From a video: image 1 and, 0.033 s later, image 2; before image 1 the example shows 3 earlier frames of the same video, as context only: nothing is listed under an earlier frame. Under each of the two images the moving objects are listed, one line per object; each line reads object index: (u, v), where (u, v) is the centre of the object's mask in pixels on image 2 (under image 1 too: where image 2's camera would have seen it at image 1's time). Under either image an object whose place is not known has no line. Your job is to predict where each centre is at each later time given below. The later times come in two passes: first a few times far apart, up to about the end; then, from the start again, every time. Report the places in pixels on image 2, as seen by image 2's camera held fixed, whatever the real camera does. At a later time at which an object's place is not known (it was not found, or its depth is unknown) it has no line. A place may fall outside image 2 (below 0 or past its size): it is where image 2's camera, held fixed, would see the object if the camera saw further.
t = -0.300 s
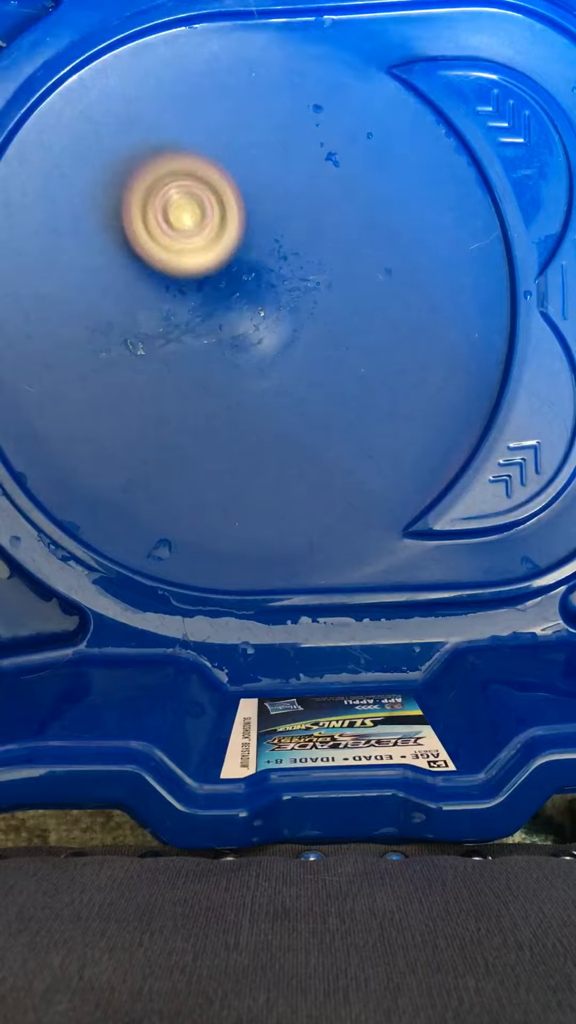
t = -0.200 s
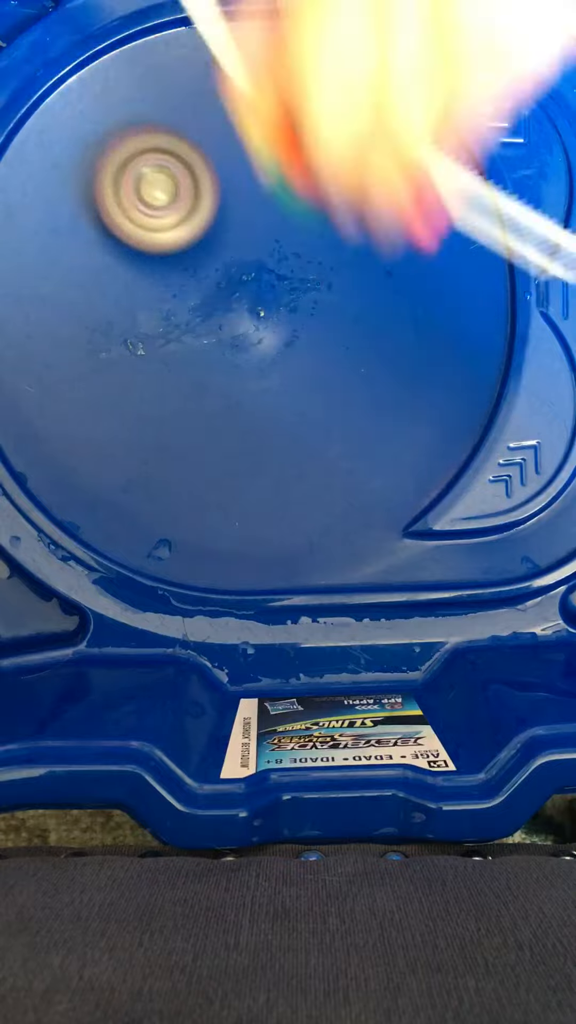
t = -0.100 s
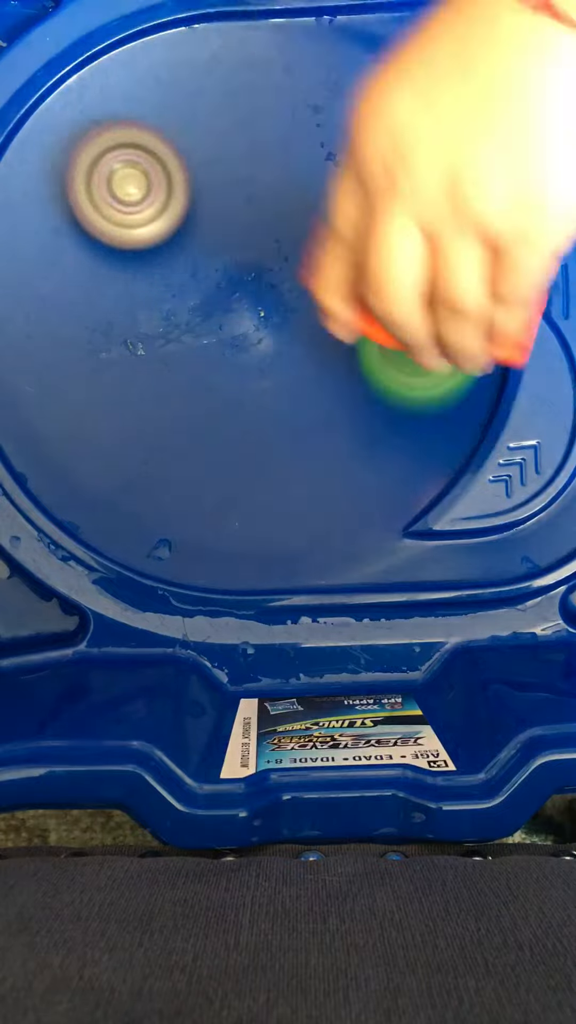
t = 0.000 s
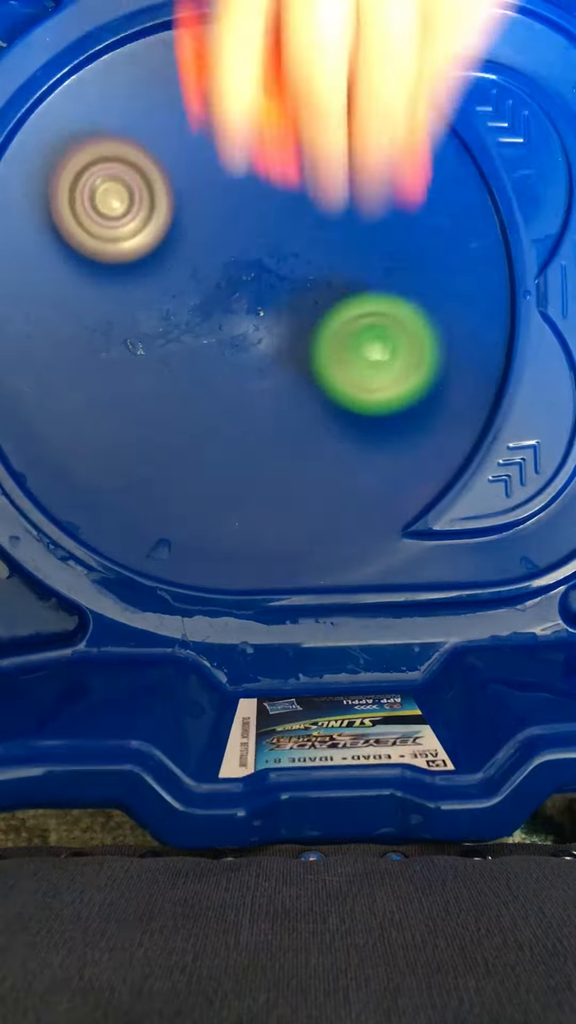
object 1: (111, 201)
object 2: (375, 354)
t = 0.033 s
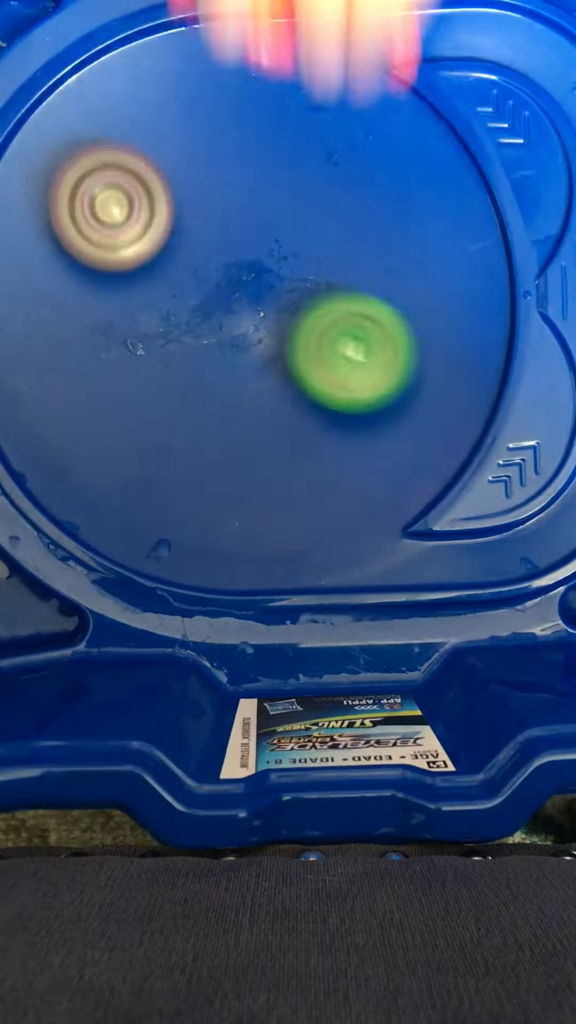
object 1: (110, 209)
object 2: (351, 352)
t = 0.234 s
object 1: (128, 194)
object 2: (206, 410)
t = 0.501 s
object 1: (108, 159)
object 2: (308, 540)
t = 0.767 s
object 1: (200, 202)
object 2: (322, 371)
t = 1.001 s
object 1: (301, 184)
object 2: (139, 311)
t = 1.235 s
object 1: (339, 170)
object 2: (60, 359)
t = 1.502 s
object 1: (350, 219)
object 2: (129, 380)
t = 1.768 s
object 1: (360, 295)
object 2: (201, 280)
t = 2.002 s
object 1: (356, 357)
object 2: (219, 167)
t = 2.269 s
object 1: (329, 403)
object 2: (188, 154)
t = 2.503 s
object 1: (285, 418)
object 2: (216, 214)
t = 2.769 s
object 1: (231, 417)
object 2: (335, 263)
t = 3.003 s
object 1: (181, 399)
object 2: (379, 249)
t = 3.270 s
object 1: (150, 359)
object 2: (350, 262)
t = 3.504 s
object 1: (151, 316)
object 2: (301, 338)
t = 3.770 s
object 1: (158, 243)
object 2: (278, 425)
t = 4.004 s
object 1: (178, 196)
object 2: (280, 433)
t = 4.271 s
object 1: (218, 184)
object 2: (251, 386)
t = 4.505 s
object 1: (269, 197)
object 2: (172, 341)
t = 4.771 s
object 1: (319, 232)
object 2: (142, 319)
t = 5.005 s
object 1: (351, 276)
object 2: (151, 294)
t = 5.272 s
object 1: (357, 328)
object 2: (196, 249)
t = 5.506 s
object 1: (334, 372)
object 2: (244, 208)
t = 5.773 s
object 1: (281, 407)
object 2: (271, 203)
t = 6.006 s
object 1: (233, 417)
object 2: (288, 231)
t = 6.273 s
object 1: (188, 400)
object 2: (321, 290)
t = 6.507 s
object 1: (164, 358)
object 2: (331, 333)
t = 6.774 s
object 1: (152, 289)
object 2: (306, 365)
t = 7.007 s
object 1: (168, 241)
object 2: (268, 383)
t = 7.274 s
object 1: (212, 209)
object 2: (224, 384)
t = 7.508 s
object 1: (261, 202)
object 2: (198, 366)
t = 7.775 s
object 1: (311, 224)
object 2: (180, 324)
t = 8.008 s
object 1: (335, 262)
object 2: (180, 274)
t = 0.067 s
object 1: (112, 218)
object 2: (326, 342)
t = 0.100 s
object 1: (116, 226)
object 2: (299, 332)
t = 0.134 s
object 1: (122, 235)
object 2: (272, 330)
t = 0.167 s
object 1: (132, 244)
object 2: (243, 335)
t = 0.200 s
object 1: (135, 229)
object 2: (218, 360)
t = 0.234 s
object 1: (128, 194)
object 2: (206, 410)
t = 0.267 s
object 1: (123, 168)
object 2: (197, 450)
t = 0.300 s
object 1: (116, 143)
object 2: (201, 499)
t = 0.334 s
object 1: (111, 140)
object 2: (212, 519)
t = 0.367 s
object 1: (108, 141)
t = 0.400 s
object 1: (105, 143)
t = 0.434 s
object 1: (104, 147)
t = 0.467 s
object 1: (106, 154)
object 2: (286, 548)
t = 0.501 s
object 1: (108, 159)
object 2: (308, 540)
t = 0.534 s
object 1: (111, 165)
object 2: (327, 527)
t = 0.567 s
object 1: (119, 171)
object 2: (340, 509)
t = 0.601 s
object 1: (129, 177)
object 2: (350, 489)
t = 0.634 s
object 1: (141, 184)
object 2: (354, 467)
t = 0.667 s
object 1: (155, 190)
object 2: (353, 443)
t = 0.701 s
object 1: (169, 195)
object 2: (347, 418)
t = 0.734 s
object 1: (184, 200)
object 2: (337, 394)
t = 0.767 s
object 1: (200, 202)
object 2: (322, 371)
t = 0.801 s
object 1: (216, 202)
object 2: (303, 351)
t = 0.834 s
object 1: (232, 201)
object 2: (281, 336)
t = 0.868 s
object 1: (249, 199)
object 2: (255, 327)
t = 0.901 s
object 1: (264, 196)
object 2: (226, 324)
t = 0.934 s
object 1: (278, 192)
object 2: (192, 321)
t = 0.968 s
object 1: (290, 188)
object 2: (162, 315)
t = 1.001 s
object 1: (301, 184)
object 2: (139, 311)
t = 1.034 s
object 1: (311, 178)
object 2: (119, 310)
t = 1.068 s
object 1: (319, 174)
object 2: (102, 313)
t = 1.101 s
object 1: (326, 170)
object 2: (88, 320)
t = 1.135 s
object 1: (331, 168)
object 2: (76, 328)
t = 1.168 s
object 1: (334, 168)
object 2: (67, 339)
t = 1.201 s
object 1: (337, 168)
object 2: (61, 349)
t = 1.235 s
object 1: (339, 170)
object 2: (60, 359)
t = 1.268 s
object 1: (340, 172)
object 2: (61, 368)
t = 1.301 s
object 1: (342, 176)
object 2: (66, 375)
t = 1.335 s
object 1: (344, 181)
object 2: (73, 380)
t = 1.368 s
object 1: (345, 186)
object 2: (82, 384)
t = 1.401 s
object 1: (346, 192)
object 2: (93, 386)
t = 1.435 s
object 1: (347, 200)
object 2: (105, 386)
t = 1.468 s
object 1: (348, 209)
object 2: (118, 384)
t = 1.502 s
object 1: (350, 219)
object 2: (129, 380)
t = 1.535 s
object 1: (352, 228)
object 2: (140, 375)
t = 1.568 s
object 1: (355, 236)
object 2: (151, 367)
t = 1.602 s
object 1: (357, 245)
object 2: (161, 357)
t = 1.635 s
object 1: (358, 255)
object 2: (172, 345)
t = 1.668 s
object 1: (358, 265)
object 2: (180, 331)
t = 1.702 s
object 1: (359, 275)
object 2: (188, 314)
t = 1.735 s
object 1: (359, 285)
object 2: (195, 299)
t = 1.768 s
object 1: (360, 295)
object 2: (201, 280)
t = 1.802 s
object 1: (360, 305)
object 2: (208, 260)
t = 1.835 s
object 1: (360, 315)
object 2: (214, 241)
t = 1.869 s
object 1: (360, 324)
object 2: (220, 223)
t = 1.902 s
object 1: (360, 333)
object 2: (224, 207)
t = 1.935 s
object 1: (359, 341)
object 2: (225, 192)
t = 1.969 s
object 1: (358, 349)
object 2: (223, 179)
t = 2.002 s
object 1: (356, 357)
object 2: (219, 167)
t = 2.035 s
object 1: (353, 364)
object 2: (215, 157)
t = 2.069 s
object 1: (350, 372)
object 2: (209, 151)
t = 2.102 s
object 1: (347, 378)
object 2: (205, 147)
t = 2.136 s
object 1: (344, 384)
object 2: (201, 144)
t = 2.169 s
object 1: (341, 390)
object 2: (197, 144)
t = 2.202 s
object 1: (337, 395)
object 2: (193, 146)
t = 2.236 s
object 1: (333, 400)
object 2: (190, 150)
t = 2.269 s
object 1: (329, 403)
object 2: (188, 154)
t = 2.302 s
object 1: (323, 405)
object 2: (188, 161)
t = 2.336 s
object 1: (318, 408)
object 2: (189, 168)
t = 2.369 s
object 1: (312, 410)
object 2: (191, 177)
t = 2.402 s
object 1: (306, 412)
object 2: (195, 186)
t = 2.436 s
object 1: (299, 414)
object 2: (201, 195)
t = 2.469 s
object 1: (292, 417)
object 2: (208, 204)
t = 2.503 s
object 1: (285, 418)
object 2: (216, 214)
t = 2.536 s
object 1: (278, 420)
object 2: (226, 223)
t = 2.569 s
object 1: (272, 421)
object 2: (239, 231)
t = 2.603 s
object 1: (265, 421)
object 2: (255, 238)
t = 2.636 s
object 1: (259, 421)
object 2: (274, 245)
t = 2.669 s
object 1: (252, 421)
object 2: (292, 252)
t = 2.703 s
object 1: (246, 420)
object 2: (308, 258)
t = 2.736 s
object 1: (239, 419)
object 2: (322, 261)
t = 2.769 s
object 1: (231, 417)
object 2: (335, 263)
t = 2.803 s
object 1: (223, 415)
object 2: (347, 263)
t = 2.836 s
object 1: (215, 413)
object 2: (357, 263)
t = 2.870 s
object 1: (208, 411)
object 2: (365, 260)
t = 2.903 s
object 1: (200, 408)
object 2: (371, 258)
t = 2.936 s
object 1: (193, 405)
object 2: (376, 255)
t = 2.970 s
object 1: (187, 402)
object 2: (378, 252)
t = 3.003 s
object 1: (181, 399)
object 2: (379, 249)
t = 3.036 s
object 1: (176, 395)
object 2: (379, 248)
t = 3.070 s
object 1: (171, 391)
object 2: (378, 248)
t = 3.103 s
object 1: (167, 386)
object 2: (375, 248)
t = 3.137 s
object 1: (162, 381)
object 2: (373, 249)
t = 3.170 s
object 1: (158, 376)
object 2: (369, 250)
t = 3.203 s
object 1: (155, 371)
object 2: (363, 253)
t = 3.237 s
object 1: (153, 366)
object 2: (357, 257)
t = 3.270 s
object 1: (150, 359)
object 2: (350, 262)
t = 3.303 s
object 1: (149, 352)
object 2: (343, 268)
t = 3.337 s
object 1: (147, 345)
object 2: (335, 276)
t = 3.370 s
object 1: (145, 340)
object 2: (328, 285)
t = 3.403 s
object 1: (146, 337)
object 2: (321, 295)
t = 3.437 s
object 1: (149, 332)
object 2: (314, 308)
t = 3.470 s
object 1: (151, 324)
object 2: (308, 323)
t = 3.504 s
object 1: (151, 316)
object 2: (301, 338)
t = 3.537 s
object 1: (150, 306)
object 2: (295, 352)
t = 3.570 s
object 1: (150, 297)
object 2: (289, 366)
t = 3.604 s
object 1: (151, 288)
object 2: (285, 379)
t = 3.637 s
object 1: (153, 278)
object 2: (281, 391)
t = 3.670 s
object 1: (153, 269)
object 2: (279, 402)
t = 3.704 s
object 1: (154, 259)
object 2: (277, 411)
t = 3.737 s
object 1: (155, 251)
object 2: (277, 419)
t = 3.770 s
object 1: (158, 243)
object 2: (278, 425)
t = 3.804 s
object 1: (161, 234)
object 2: (279, 430)
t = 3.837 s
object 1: (163, 226)
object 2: (279, 433)
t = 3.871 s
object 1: (165, 220)
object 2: (280, 435)
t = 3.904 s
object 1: (168, 214)
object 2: (280, 436)
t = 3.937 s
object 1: (171, 207)
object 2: (280, 436)
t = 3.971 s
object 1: (175, 201)
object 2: (280, 435)
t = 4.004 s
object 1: (178, 196)
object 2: (280, 433)
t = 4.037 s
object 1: (182, 193)
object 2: (279, 429)
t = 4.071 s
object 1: (186, 189)
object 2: (278, 424)
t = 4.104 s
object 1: (190, 186)
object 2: (276, 419)
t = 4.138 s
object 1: (195, 185)
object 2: (273, 413)
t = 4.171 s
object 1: (200, 184)
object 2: (269, 407)
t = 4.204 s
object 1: (206, 183)
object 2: (265, 400)
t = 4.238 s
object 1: (212, 183)
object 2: (259, 393)
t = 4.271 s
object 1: (218, 184)
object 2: (251, 386)
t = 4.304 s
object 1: (226, 185)
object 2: (241, 379)
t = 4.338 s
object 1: (232, 186)
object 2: (229, 372)
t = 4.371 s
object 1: (239, 187)
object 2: (216, 365)
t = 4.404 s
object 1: (247, 190)
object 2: (204, 358)
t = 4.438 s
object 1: (255, 192)
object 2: (191, 351)
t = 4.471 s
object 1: (262, 194)
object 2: (181, 346)
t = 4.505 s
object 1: (269, 197)
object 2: (172, 341)
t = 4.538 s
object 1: (276, 200)
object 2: (163, 337)
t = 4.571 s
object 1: (282, 203)
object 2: (155, 335)
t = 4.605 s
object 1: (289, 208)
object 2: (148, 332)
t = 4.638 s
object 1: (295, 212)
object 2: (143, 329)
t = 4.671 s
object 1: (301, 216)
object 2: (143, 327)
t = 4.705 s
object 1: (307, 221)
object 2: (143, 325)
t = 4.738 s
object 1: (314, 226)
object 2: (143, 322)
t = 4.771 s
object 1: (319, 232)
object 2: (142, 319)
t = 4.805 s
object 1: (325, 238)
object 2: (141, 315)
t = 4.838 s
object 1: (330, 244)
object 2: (141, 312)
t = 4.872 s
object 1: (336, 250)
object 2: (143, 309)
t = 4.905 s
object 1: (340, 256)
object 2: (144, 305)
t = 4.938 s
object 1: (345, 263)
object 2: (145, 301)
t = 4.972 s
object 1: (349, 269)
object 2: (148, 298)
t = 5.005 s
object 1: (351, 276)
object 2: (151, 294)
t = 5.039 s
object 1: (355, 283)
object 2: (156, 289)
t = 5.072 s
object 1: (357, 289)
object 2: (160, 284)
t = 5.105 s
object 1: (358, 296)
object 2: (165, 279)
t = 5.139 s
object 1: (360, 302)
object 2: (170, 274)
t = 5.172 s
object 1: (360, 308)
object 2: (176, 268)
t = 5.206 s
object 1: (360, 315)
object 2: (182, 263)
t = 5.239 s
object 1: (359, 321)
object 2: (189, 256)
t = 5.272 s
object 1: (357, 328)
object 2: (196, 249)
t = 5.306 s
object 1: (356, 335)
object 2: (204, 241)
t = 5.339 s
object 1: (354, 341)
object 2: (211, 234)
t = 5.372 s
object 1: (350, 348)
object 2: (219, 228)
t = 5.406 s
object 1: (347, 355)
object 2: (226, 222)
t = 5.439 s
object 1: (343, 360)
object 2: (232, 217)
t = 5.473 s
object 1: (338, 367)
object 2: (239, 212)
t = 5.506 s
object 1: (334, 372)
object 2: (244, 208)
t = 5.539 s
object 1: (328, 377)
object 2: (248, 204)
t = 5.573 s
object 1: (322, 382)
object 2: (253, 202)
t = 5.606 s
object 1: (316, 387)
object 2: (256, 201)
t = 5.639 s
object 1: (308, 392)
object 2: (260, 200)
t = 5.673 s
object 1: (302, 396)
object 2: (262, 200)
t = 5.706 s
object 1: (294, 400)
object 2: (266, 200)
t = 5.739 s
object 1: (288, 404)
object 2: (268, 201)
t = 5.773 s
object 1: (281, 407)
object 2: (271, 203)
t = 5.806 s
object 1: (274, 411)
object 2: (273, 205)
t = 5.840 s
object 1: (268, 413)
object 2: (276, 208)
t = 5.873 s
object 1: (260, 415)
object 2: (278, 212)
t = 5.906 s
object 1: (254, 416)
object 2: (280, 216)
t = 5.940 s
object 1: (246, 417)
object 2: (282, 220)
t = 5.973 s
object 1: (240, 418)
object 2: (285, 225)
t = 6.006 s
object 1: (233, 417)
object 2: (288, 231)
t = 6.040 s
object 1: (226, 417)
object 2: (292, 237)
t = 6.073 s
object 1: (220, 416)
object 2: (297, 244)
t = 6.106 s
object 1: (214, 415)
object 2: (300, 251)
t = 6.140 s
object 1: (209, 413)
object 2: (305, 259)
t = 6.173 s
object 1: (202, 410)
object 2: (309, 266)
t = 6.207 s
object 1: (198, 408)
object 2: (313, 273)
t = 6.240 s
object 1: (193, 403)
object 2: (318, 281)
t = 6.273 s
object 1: (188, 400)
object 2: (321, 290)
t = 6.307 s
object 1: (184, 394)
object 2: (325, 298)
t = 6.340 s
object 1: (179, 390)
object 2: (327, 305)
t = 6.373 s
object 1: (176, 383)
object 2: (329, 312)
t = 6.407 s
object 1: (172, 377)
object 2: (330, 318)
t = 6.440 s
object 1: (169, 371)
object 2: (331, 324)
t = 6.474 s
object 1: (166, 365)
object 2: (331, 329)
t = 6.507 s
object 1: (164, 358)
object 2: (331, 333)
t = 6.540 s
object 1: (161, 350)
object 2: (330, 337)
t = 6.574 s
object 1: (160, 343)
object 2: (328, 342)
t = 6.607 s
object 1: (156, 335)
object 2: (326, 346)
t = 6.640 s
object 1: (155, 325)
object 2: (323, 349)
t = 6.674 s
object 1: (153, 315)
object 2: (320, 352)
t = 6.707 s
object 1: (152, 306)
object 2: (316, 356)
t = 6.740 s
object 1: (151, 297)
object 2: (311, 360)
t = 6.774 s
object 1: (152, 289)
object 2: (306, 365)
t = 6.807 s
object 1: (152, 281)
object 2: (301, 368)
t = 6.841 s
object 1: (153, 274)
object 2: (296, 372)
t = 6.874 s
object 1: (154, 267)
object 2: (290, 375)
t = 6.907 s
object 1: (157, 260)
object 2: (284, 378)
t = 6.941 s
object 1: (160, 253)
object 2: (278, 380)
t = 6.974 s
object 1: (164, 247)
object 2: (273, 382)
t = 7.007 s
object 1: (168, 241)
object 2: (268, 383)
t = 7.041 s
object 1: (172, 236)
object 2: (262, 384)
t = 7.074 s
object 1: (176, 231)
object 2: (257, 385)
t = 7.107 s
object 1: (181, 226)
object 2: (251, 386)
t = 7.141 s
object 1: (187, 222)
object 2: (245, 387)
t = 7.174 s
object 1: (193, 218)
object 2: (239, 387)
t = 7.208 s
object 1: (199, 215)
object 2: (234, 387)
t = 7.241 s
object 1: (205, 211)
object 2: (228, 386)
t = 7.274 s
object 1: (212, 209)
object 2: (224, 384)
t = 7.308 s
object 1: (218, 207)
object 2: (220, 383)
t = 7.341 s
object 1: (225, 205)
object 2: (216, 381)
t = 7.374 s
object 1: (233, 204)
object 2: (212, 379)
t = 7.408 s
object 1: (240, 203)
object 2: (209, 376)
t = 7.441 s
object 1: (247, 202)
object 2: (205, 373)
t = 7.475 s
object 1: (254, 202)
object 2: (202, 370)
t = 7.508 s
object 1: (261, 202)
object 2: (198, 366)
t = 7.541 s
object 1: (268, 203)
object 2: (195, 361)
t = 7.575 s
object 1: (275, 204)
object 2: (191, 356)
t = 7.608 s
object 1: (282, 207)
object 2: (188, 350)
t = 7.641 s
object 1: (288, 209)
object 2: (186, 345)
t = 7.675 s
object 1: (295, 212)
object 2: (184, 339)
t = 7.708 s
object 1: (300, 216)
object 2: (182, 335)
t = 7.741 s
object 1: (306, 220)
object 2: (181, 331)
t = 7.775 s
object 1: (311, 224)
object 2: (180, 324)
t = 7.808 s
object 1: (315, 228)
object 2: (179, 317)
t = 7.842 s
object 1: (320, 233)
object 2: (177, 309)
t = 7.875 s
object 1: (324, 238)
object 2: (176, 301)
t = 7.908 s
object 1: (327, 244)
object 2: (176, 294)
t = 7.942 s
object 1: (330, 250)
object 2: (177, 286)
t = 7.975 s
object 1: (333, 256)
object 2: (179, 279)
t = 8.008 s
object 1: (335, 262)
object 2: (180, 274)
